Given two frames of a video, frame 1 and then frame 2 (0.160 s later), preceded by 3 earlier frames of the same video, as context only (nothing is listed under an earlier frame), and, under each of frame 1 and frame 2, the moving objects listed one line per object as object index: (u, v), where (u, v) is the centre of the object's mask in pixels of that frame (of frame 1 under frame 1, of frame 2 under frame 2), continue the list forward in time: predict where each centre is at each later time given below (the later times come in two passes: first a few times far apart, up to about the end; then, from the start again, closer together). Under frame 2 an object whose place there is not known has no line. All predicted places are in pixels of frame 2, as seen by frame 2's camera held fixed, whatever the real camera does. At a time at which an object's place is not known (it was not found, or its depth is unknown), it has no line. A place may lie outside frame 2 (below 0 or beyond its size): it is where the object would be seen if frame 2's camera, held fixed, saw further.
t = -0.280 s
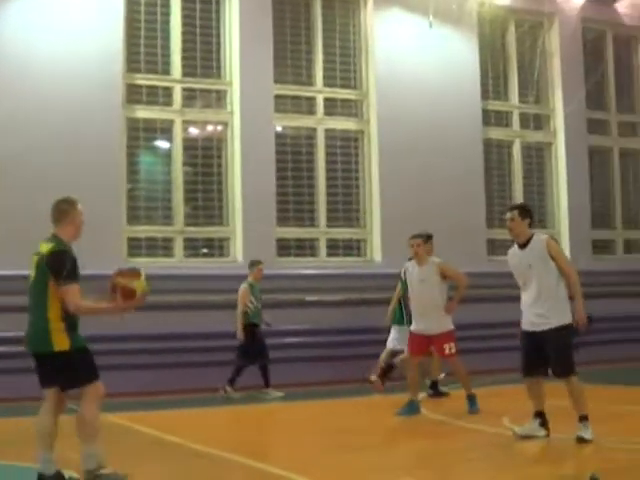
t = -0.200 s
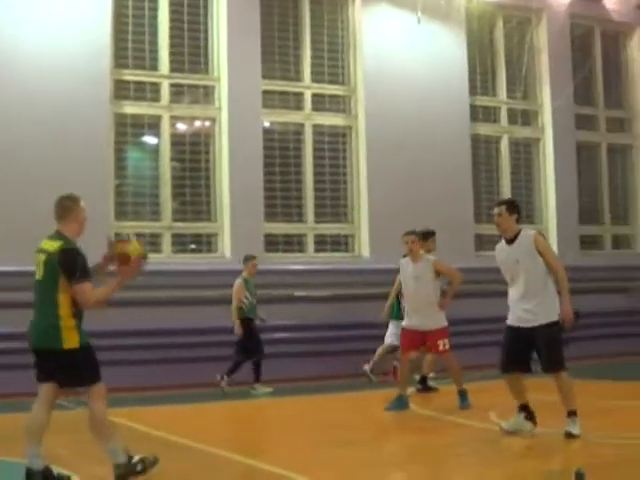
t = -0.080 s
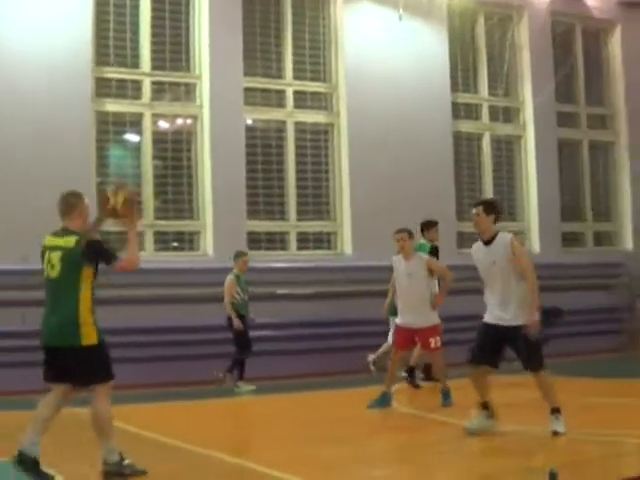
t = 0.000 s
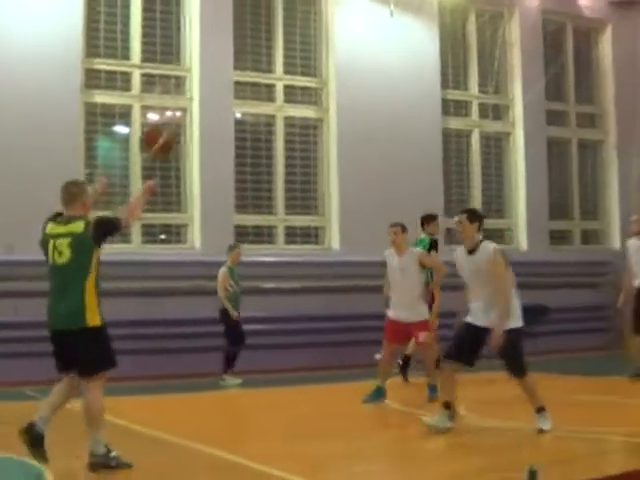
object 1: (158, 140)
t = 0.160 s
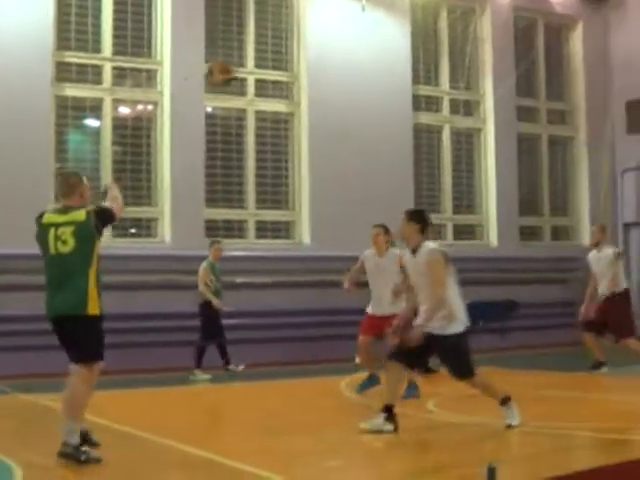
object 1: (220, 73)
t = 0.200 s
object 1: (239, 65)
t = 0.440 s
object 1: (329, 65)
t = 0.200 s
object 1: (239, 65)
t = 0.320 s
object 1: (289, 58)
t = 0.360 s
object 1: (303, 58)
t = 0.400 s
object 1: (316, 61)
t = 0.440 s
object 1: (329, 65)
